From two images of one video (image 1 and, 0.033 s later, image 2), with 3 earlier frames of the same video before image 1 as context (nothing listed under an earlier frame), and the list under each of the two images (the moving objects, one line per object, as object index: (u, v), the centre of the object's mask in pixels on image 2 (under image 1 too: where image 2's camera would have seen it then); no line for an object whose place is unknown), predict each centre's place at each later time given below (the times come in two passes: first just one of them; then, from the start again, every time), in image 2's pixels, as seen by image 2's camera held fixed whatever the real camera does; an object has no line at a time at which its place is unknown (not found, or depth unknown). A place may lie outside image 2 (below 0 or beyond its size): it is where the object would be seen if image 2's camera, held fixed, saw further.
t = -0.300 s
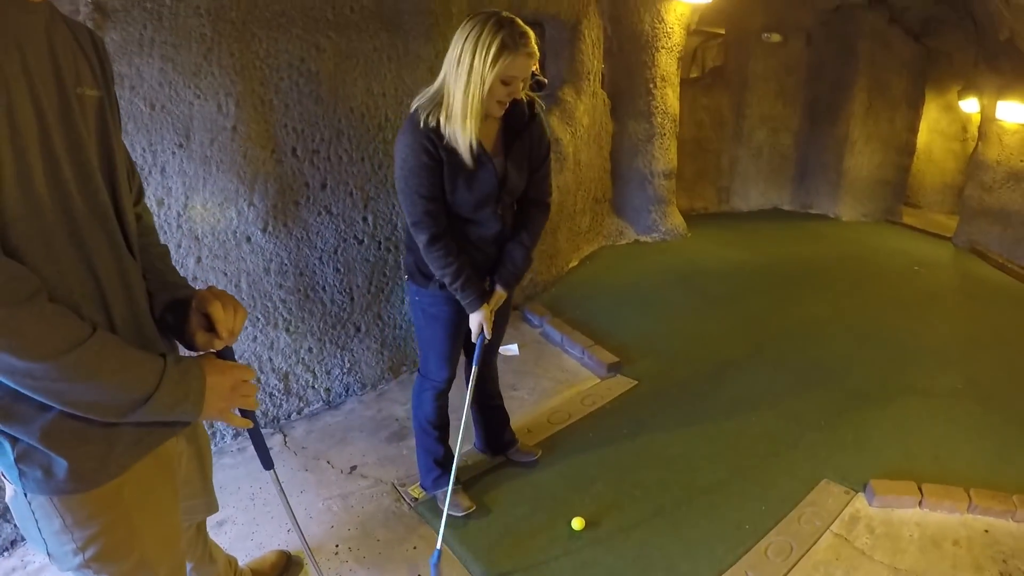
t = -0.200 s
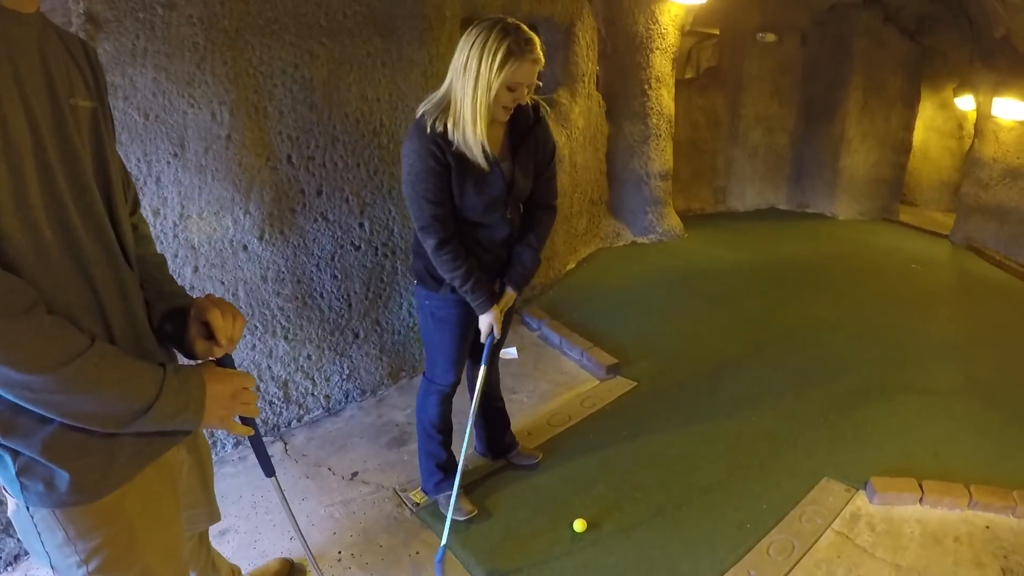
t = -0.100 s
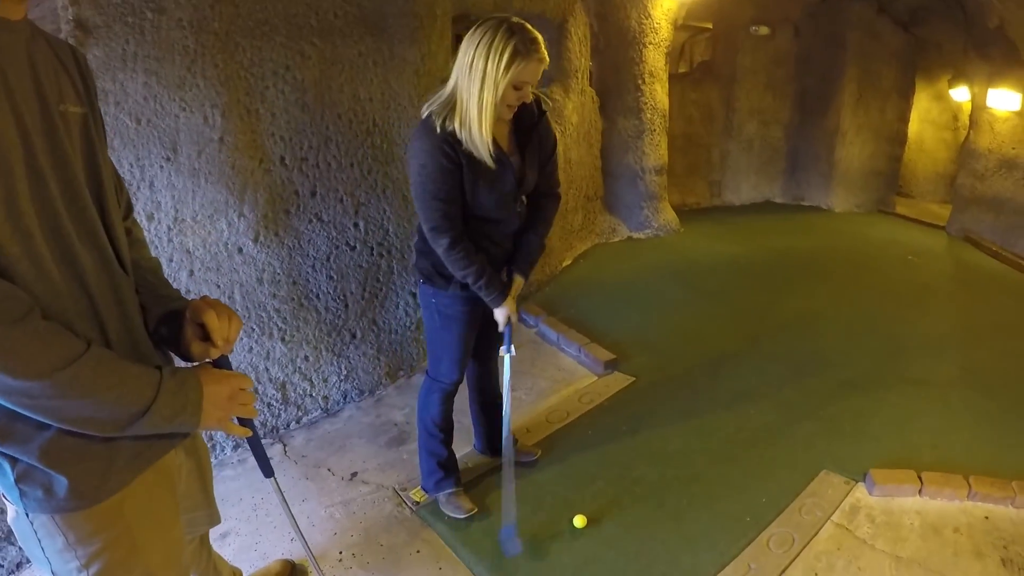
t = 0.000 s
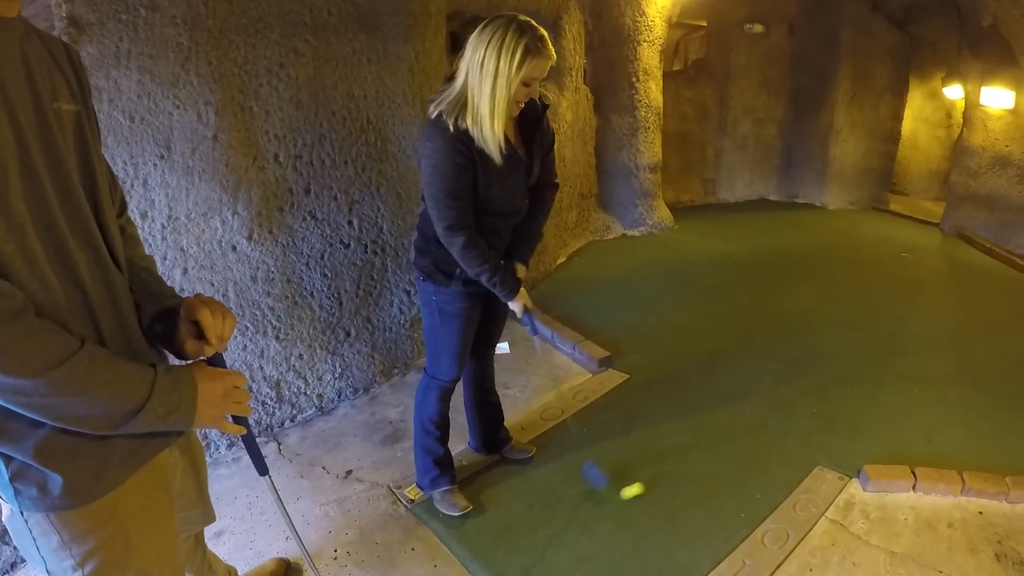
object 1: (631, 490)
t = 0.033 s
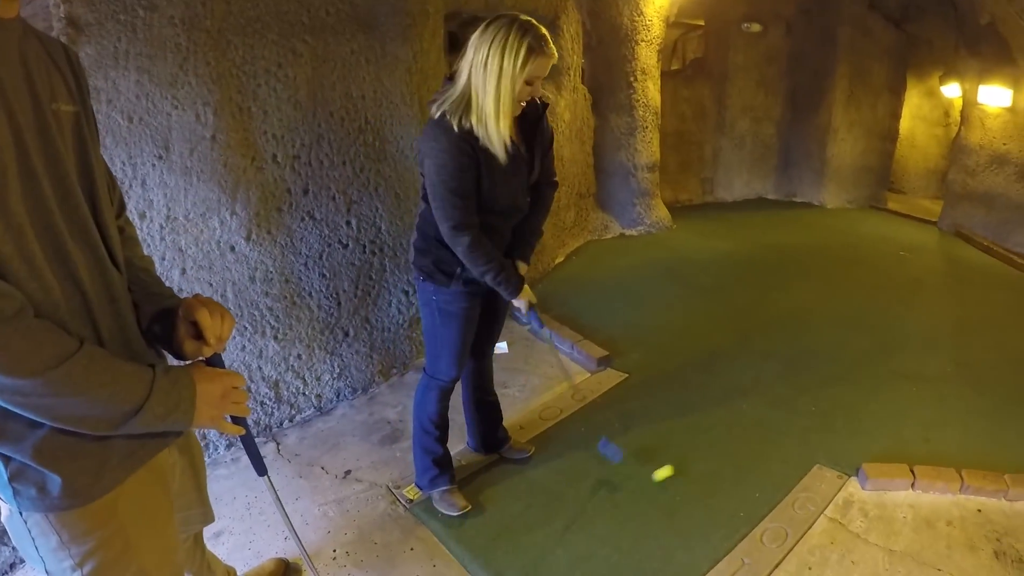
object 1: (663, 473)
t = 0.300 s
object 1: (819, 382)
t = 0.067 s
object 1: (691, 458)
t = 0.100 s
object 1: (717, 445)
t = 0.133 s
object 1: (739, 432)
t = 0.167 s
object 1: (759, 421)
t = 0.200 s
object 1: (776, 409)
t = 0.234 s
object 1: (792, 399)
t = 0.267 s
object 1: (806, 390)
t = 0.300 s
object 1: (819, 382)
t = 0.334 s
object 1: (830, 374)
